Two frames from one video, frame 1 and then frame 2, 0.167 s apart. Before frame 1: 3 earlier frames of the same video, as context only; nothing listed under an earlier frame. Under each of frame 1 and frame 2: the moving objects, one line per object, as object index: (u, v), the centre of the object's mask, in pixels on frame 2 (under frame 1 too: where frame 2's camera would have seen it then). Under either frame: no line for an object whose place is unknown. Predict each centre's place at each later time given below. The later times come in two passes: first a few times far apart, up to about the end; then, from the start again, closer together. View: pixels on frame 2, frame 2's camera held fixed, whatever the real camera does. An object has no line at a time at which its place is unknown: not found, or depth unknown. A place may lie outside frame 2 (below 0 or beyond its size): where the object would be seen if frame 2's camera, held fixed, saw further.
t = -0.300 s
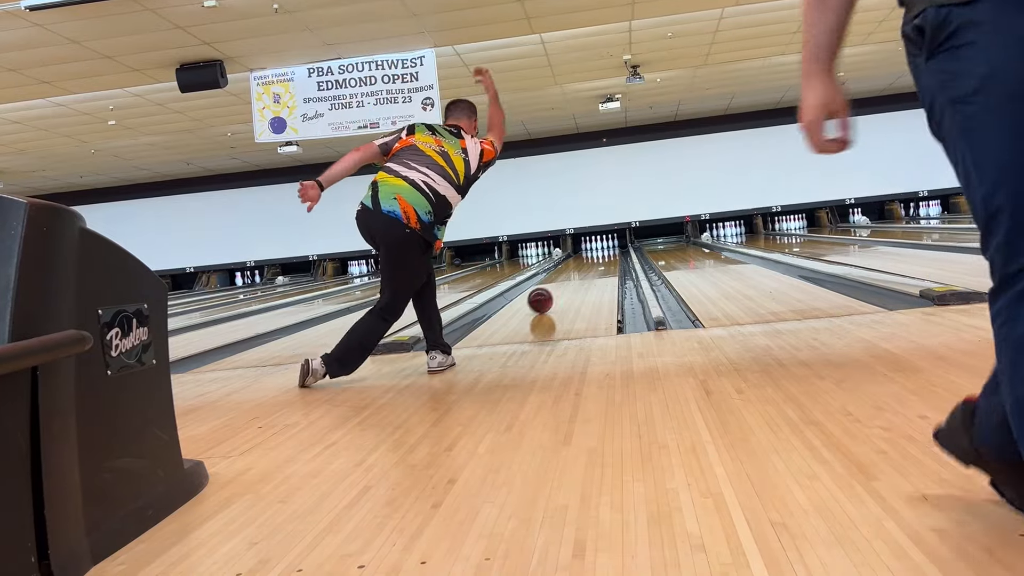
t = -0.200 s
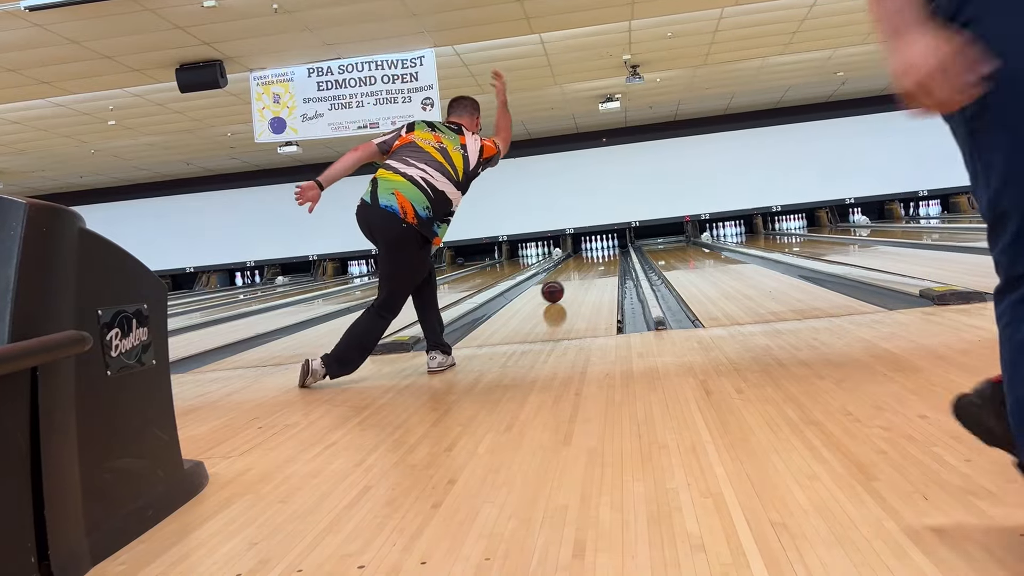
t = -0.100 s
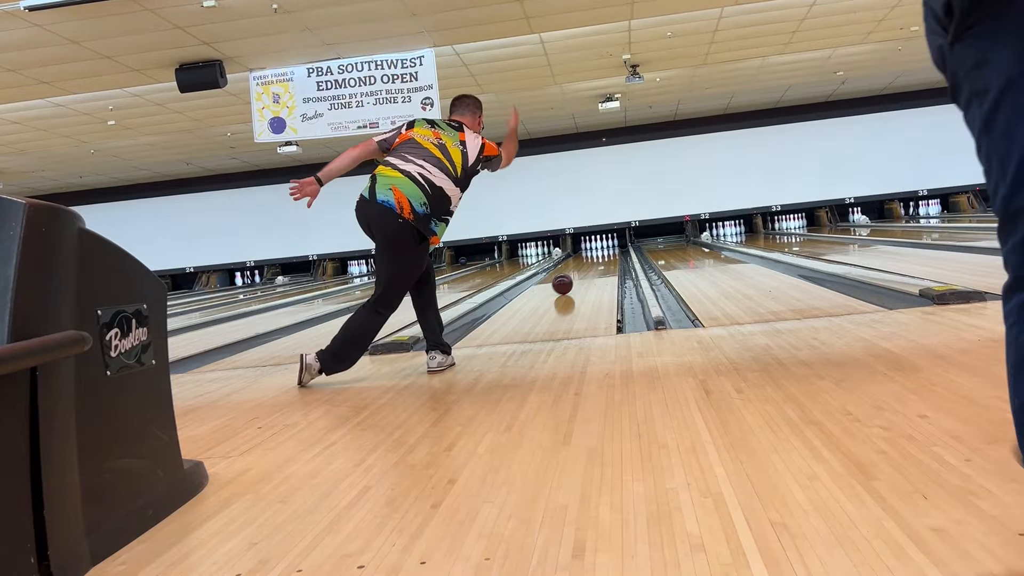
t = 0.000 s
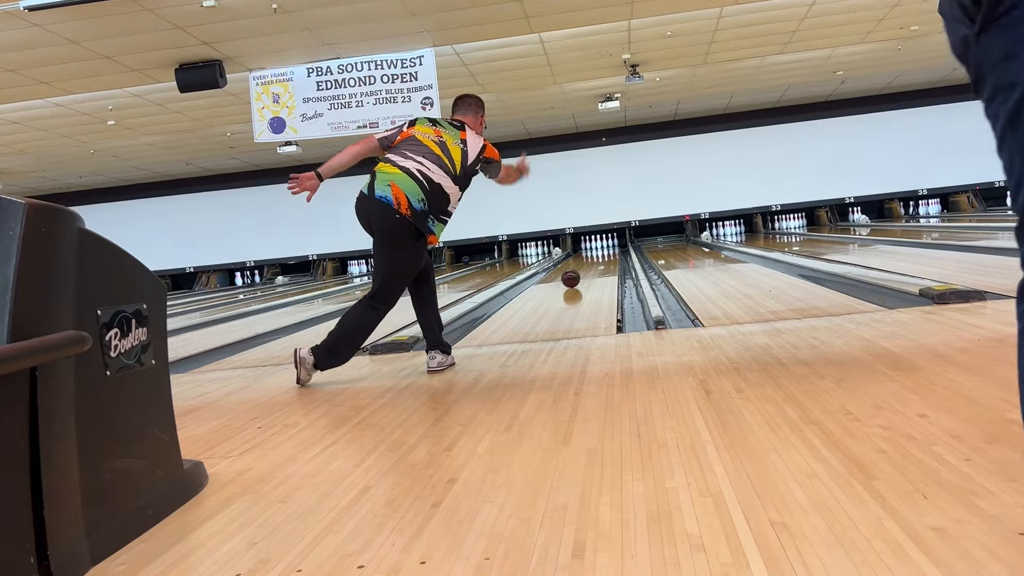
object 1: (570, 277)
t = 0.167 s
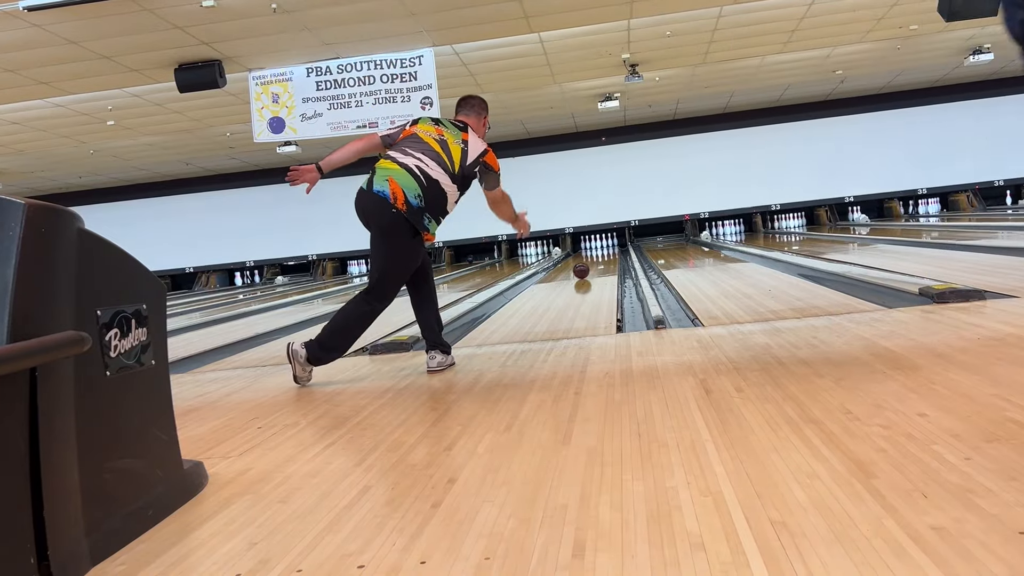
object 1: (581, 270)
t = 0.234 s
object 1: (585, 268)
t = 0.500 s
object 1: (596, 259)
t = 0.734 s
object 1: (601, 255)
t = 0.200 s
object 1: (583, 269)
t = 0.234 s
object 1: (585, 268)
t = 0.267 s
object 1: (586, 267)
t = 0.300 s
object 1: (588, 266)
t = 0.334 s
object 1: (589, 264)
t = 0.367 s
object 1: (591, 263)
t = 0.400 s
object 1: (592, 262)
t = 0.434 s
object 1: (593, 261)
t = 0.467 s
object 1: (594, 260)
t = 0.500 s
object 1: (596, 259)
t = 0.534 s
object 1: (596, 259)
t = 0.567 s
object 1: (598, 258)
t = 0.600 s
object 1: (599, 257)
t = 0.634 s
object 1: (599, 256)
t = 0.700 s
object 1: (600, 256)
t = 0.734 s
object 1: (601, 255)
